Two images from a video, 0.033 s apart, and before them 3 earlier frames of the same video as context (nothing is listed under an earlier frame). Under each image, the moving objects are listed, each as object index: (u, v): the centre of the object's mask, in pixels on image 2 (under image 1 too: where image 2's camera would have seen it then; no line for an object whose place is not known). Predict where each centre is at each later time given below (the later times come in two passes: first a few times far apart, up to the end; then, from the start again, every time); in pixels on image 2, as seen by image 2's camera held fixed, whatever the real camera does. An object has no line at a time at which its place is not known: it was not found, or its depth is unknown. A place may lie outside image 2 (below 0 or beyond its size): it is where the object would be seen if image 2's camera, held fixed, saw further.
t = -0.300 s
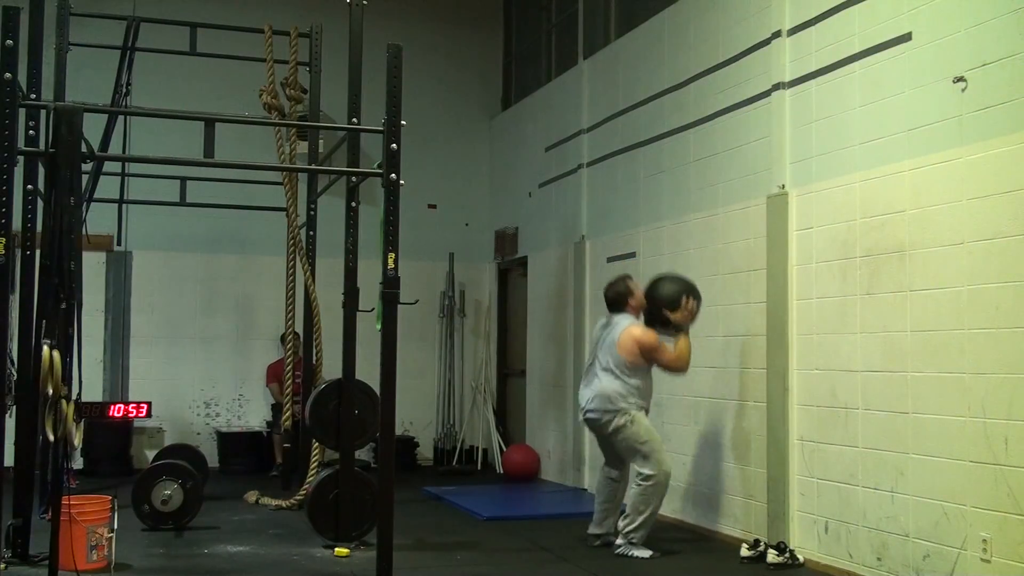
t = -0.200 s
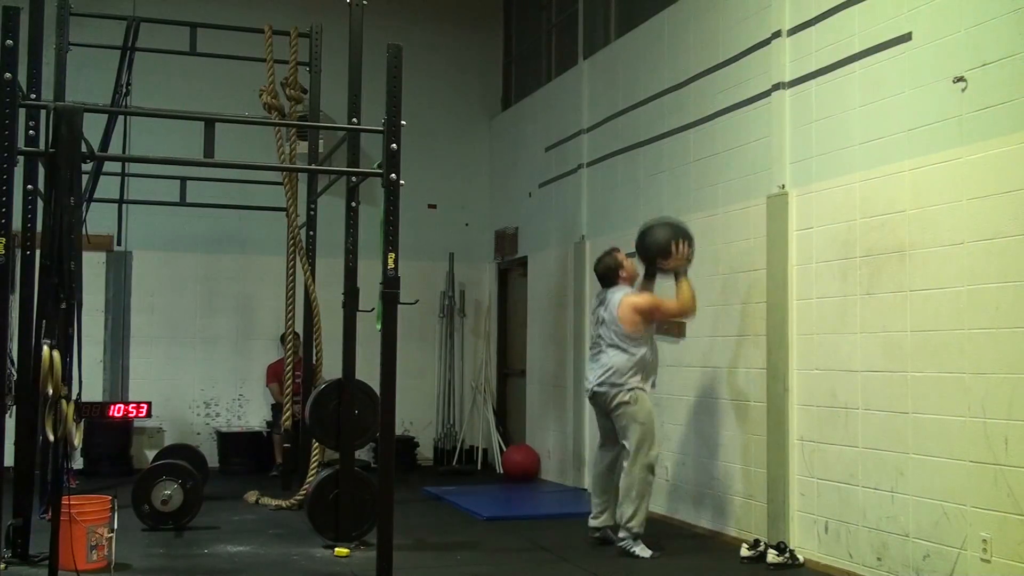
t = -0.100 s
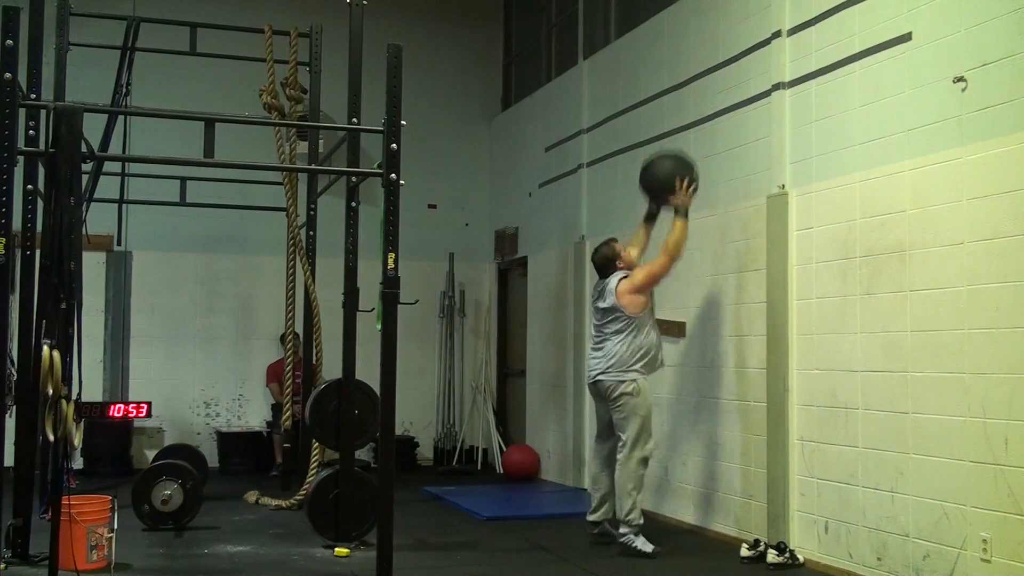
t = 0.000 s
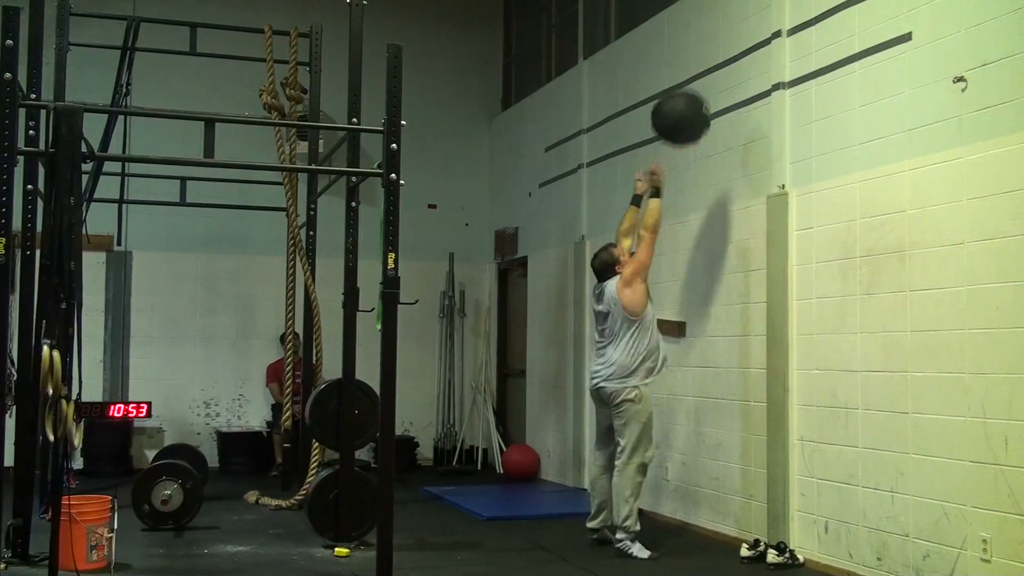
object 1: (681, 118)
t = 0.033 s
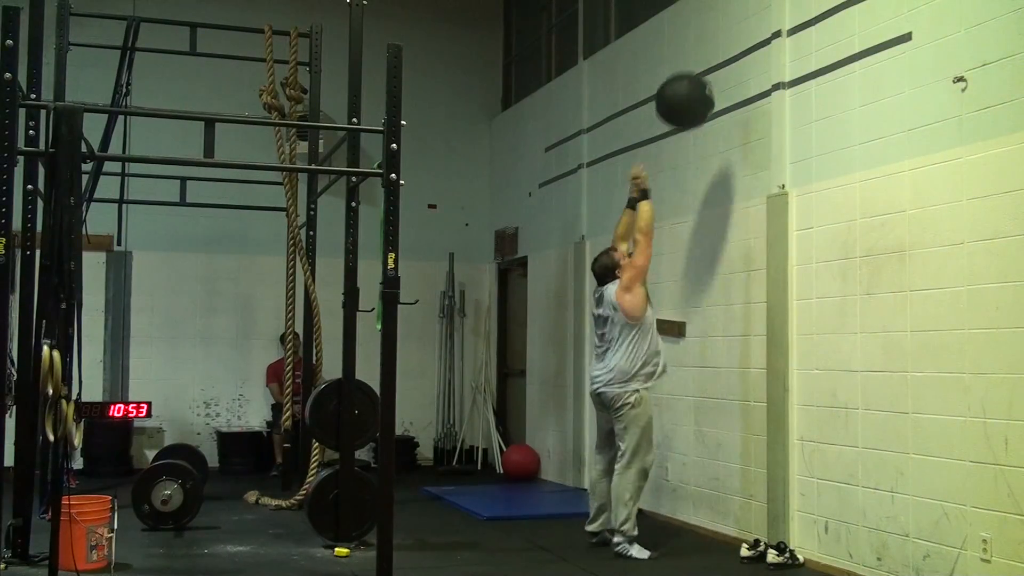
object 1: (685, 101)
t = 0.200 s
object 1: (704, 42)
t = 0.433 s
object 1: (728, 31)
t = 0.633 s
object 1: (714, 78)
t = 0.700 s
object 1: (709, 107)
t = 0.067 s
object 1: (688, 86)
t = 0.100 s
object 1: (692, 72)
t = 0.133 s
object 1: (696, 60)
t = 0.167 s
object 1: (700, 50)
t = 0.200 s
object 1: (704, 42)
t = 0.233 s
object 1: (708, 35)
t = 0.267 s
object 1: (712, 30)
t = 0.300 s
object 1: (715, 27)
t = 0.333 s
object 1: (719, 26)
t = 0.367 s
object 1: (724, 27)
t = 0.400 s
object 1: (727, 28)
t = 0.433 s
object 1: (728, 31)
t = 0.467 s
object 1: (726, 34)
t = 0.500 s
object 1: (724, 40)
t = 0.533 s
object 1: (721, 46)
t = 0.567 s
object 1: (719, 55)
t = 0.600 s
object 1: (716, 66)
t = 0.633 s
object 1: (714, 78)
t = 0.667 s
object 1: (711, 92)
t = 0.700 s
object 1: (709, 107)
